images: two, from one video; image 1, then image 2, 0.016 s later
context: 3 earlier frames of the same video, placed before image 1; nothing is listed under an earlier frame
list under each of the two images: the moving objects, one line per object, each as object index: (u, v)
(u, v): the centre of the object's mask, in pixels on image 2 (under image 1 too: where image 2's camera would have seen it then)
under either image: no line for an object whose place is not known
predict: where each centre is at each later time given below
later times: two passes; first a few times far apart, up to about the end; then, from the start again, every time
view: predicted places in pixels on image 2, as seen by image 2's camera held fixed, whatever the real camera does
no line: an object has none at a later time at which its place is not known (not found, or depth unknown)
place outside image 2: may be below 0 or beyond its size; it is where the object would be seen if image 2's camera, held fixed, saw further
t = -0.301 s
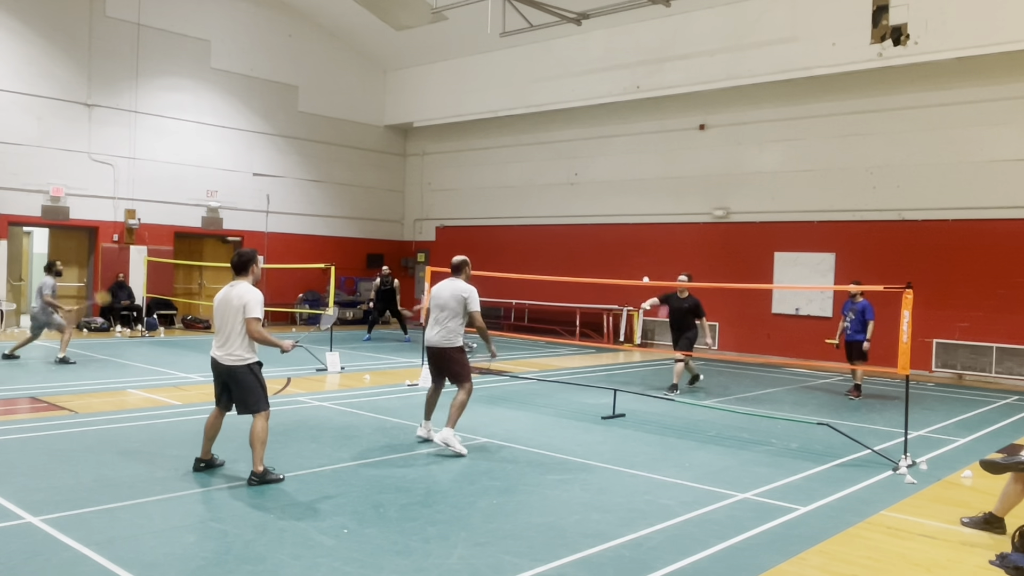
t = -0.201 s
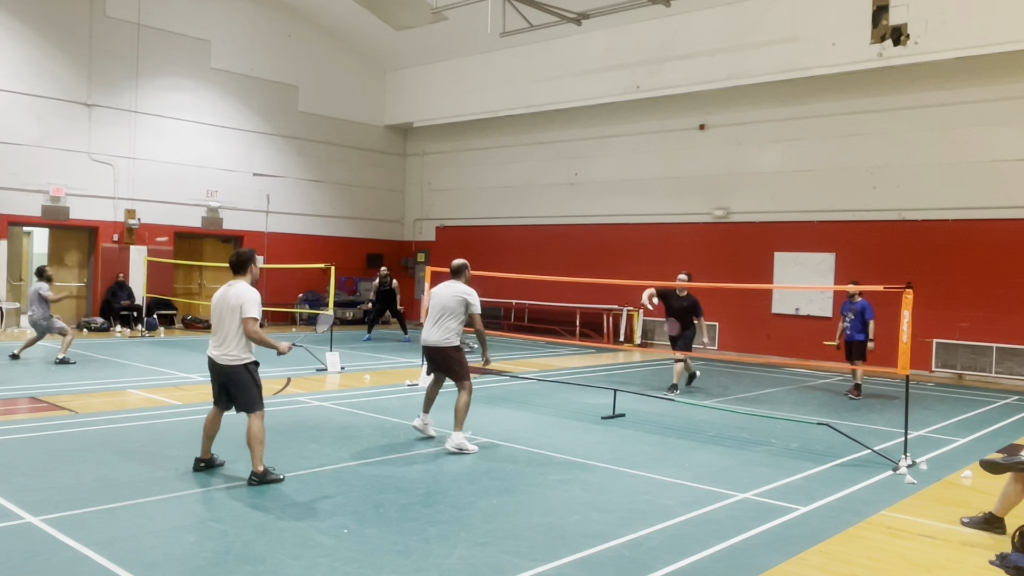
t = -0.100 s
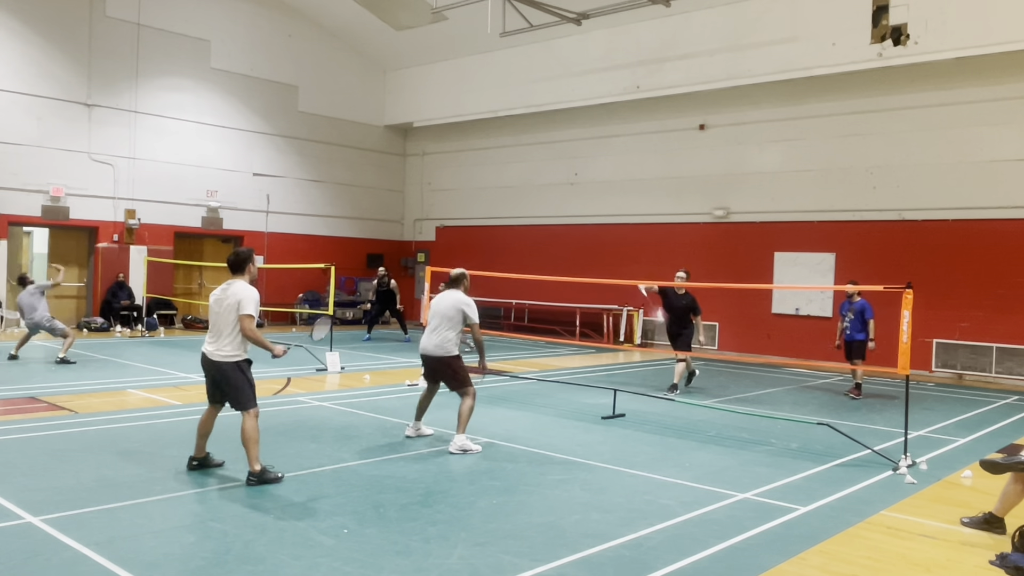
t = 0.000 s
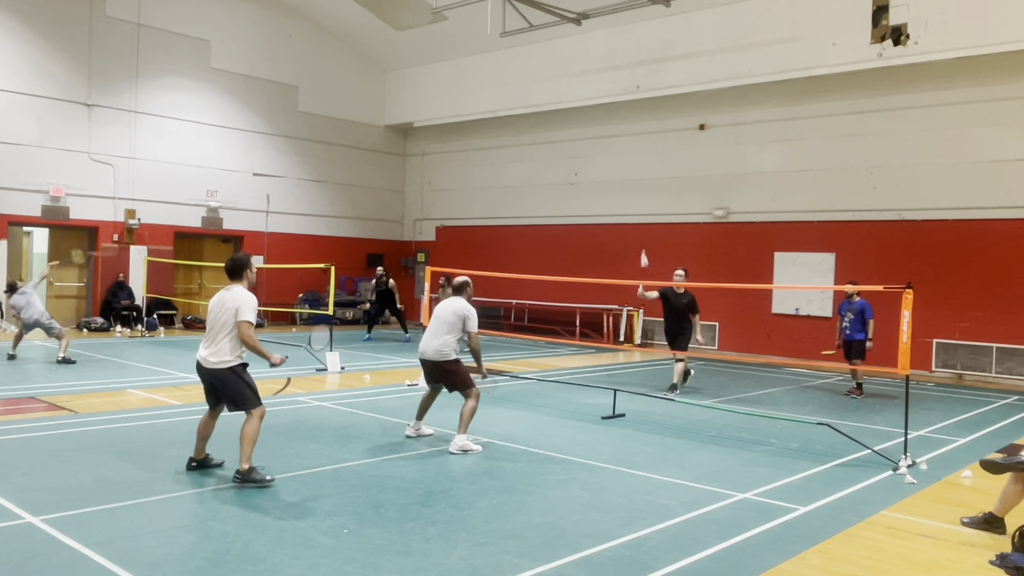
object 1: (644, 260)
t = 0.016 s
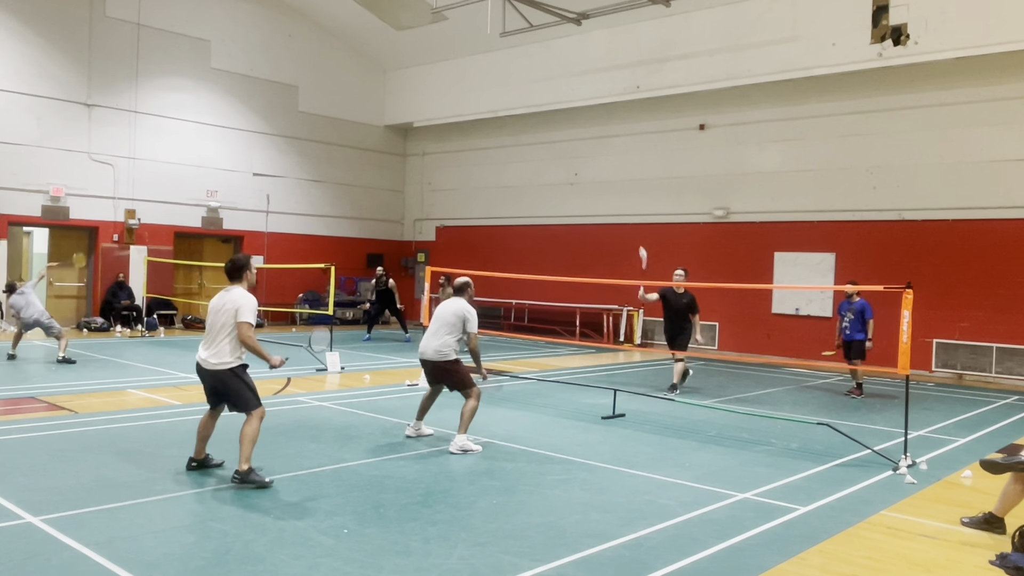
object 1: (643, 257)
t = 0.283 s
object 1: (598, 167)
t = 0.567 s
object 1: (537, 167)
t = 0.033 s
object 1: (640, 245)
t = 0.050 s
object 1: (638, 238)
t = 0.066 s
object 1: (635, 231)
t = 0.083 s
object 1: (632, 224)
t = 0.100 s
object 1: (629, 218)
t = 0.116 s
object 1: (627, 212)
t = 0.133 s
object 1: (624, 206)
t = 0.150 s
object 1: (621, 200)
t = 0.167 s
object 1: (619, 195)
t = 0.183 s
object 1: (615, 190)
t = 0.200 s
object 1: (612, 186)
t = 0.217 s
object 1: (609, 181)
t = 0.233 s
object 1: (607, 177)
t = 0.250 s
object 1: (604, 173)
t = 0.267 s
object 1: (601, 170)
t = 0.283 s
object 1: (598, 167)
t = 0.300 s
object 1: (595, 164)
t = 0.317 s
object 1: (591, 161)
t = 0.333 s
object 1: (588, 159)
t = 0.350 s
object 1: (585, 157)
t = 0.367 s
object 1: (582, 155)
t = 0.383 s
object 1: (578, 155)
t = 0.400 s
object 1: (575, 154)
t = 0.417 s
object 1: (572, 153)
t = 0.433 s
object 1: (568, 153)
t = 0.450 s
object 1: (564, 153)
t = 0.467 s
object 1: (561, 154)
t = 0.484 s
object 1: (557, 155)
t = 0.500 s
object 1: (553, 156)
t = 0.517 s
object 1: (549, 158)
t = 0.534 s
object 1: (545, 161)
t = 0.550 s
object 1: (541, 163)
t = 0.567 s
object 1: (537, 167)
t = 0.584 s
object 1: (533, 171)
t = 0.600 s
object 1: (528, 175)
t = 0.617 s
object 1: (524, 179)
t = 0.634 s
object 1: (519, 185)
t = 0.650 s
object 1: (515, 191)
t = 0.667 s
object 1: (510, 197)
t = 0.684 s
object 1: (506, 204)
